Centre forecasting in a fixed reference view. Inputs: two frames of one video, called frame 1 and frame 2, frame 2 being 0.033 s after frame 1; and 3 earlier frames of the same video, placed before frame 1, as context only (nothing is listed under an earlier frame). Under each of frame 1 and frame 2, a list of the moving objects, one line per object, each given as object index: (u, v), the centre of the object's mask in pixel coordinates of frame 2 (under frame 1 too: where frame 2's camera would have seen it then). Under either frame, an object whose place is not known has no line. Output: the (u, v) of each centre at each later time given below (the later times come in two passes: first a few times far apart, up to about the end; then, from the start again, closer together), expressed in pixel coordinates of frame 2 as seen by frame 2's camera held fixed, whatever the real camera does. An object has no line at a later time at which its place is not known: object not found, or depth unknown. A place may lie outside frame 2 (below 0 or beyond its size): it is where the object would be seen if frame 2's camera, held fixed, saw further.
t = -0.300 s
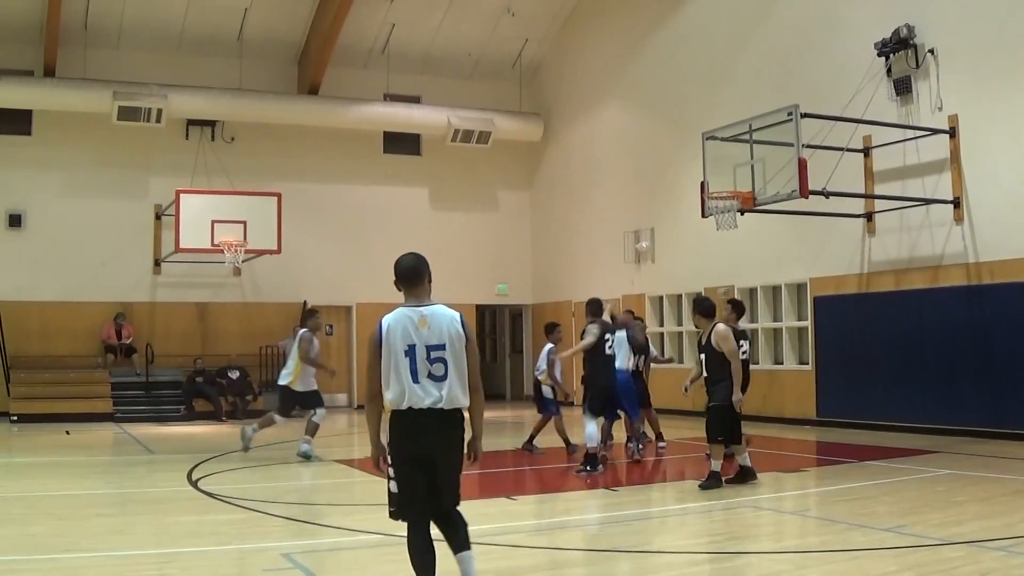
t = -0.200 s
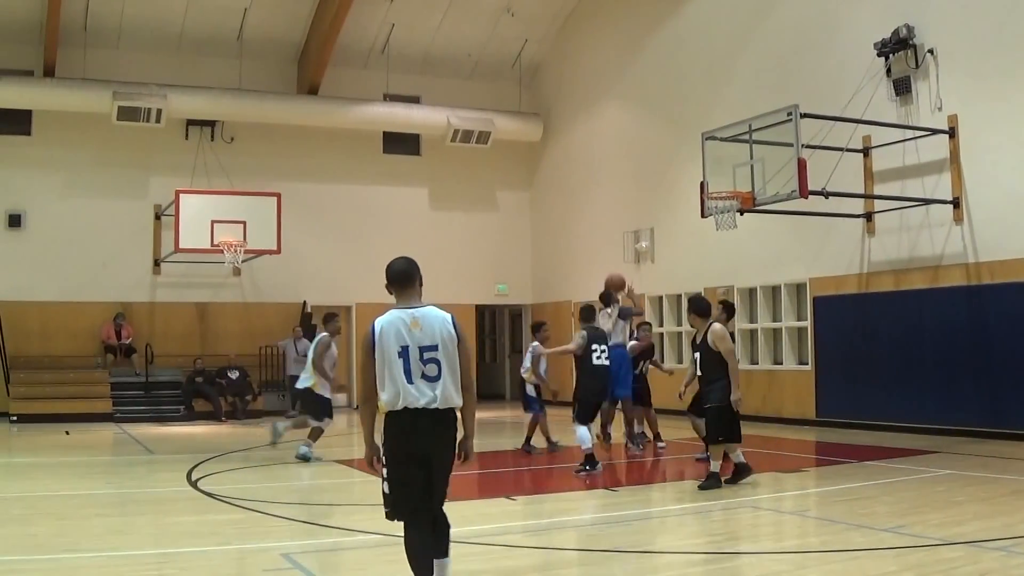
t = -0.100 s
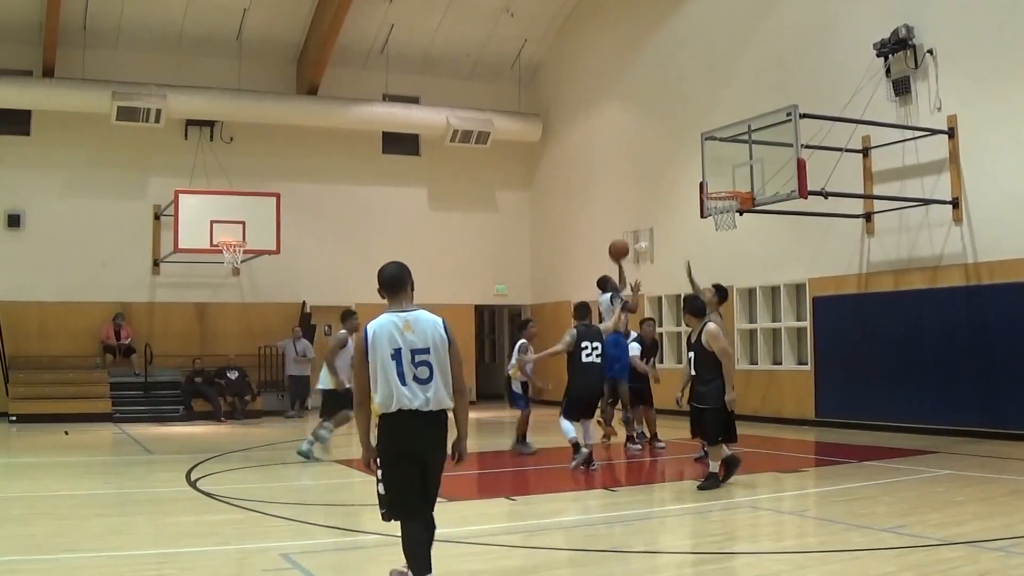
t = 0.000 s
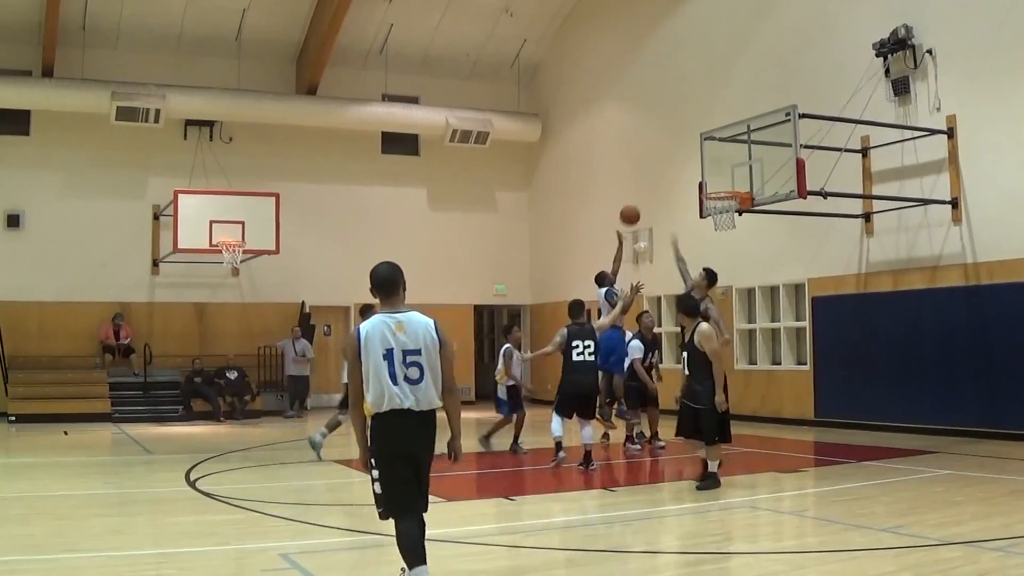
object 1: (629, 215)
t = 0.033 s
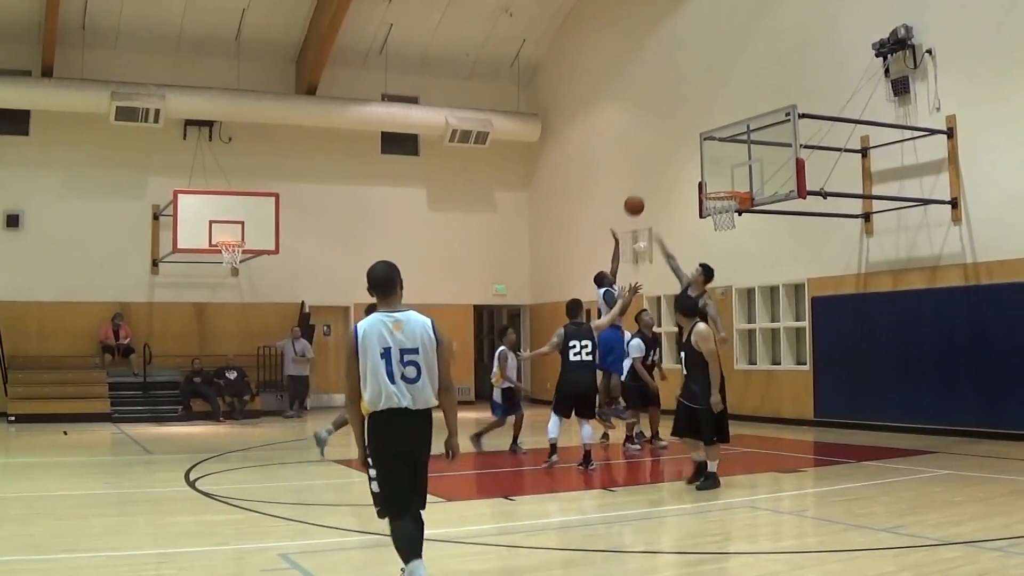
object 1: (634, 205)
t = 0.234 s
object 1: (661, 168)
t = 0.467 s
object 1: (692, 166)
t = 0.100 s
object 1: (643, 189)
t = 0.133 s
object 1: (648, 182)
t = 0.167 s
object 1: (652, 176)
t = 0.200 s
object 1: (657, 172)
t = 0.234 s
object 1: (661, 168)
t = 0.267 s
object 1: (666, 164)
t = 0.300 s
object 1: (671, 162)
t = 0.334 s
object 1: (675, 161)
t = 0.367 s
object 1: (679, 161)
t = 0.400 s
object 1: (683, 162)
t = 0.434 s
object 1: (688, 163)
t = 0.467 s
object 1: (692, 166)
